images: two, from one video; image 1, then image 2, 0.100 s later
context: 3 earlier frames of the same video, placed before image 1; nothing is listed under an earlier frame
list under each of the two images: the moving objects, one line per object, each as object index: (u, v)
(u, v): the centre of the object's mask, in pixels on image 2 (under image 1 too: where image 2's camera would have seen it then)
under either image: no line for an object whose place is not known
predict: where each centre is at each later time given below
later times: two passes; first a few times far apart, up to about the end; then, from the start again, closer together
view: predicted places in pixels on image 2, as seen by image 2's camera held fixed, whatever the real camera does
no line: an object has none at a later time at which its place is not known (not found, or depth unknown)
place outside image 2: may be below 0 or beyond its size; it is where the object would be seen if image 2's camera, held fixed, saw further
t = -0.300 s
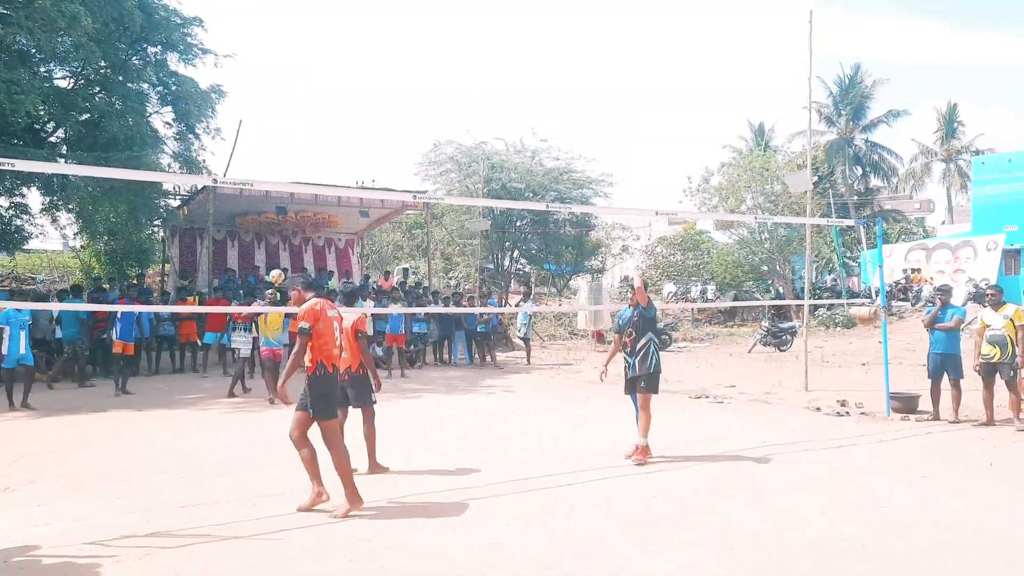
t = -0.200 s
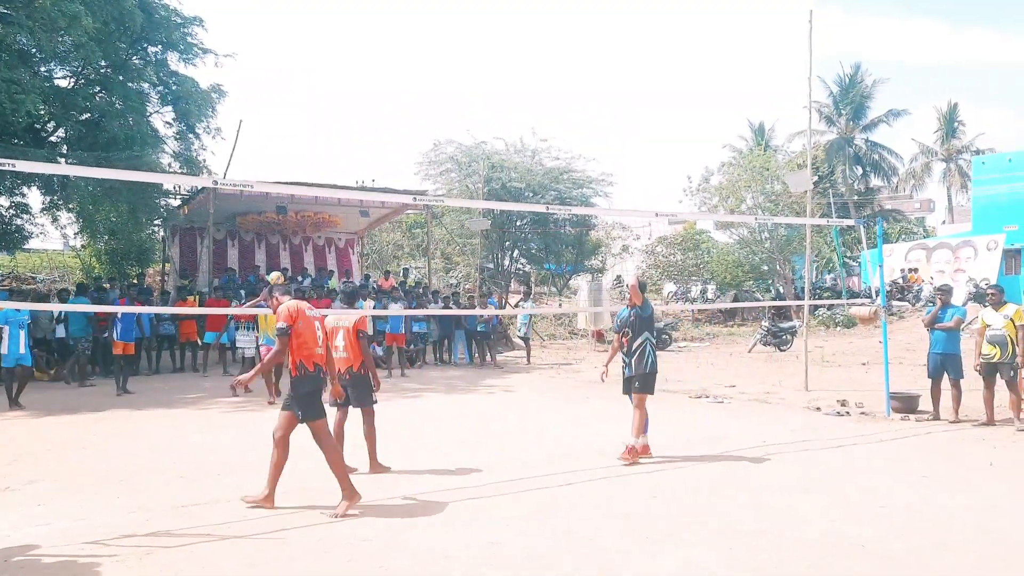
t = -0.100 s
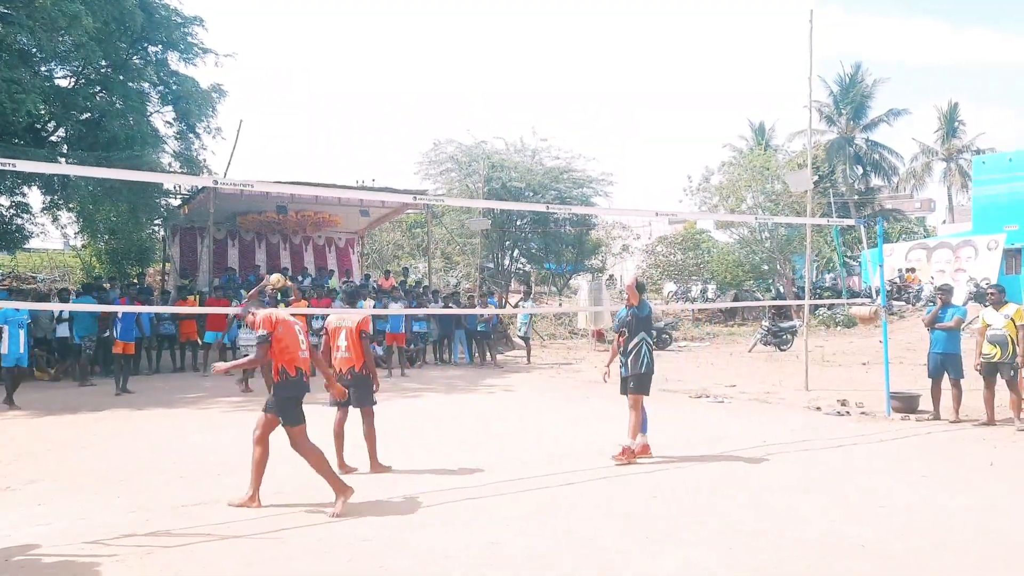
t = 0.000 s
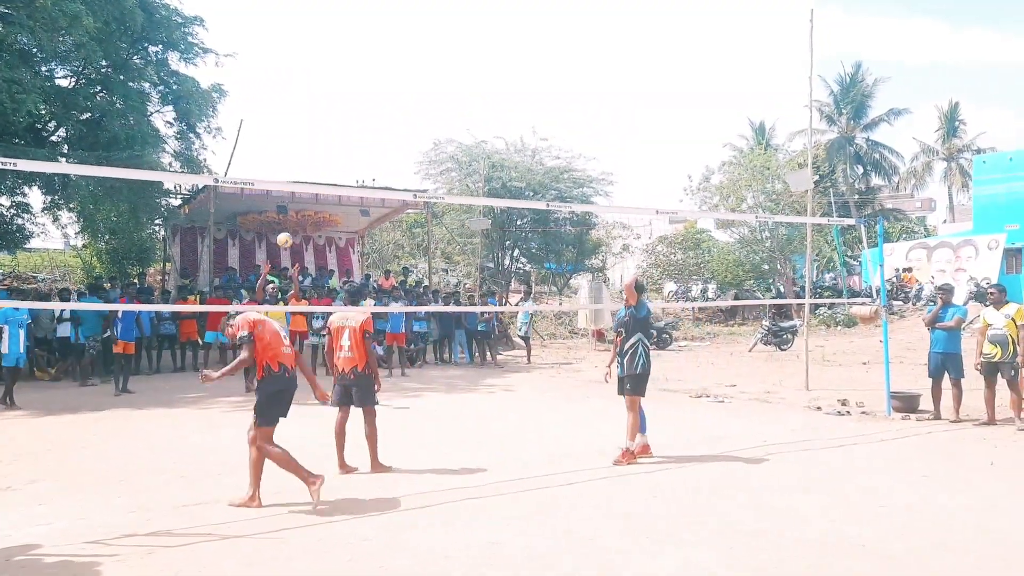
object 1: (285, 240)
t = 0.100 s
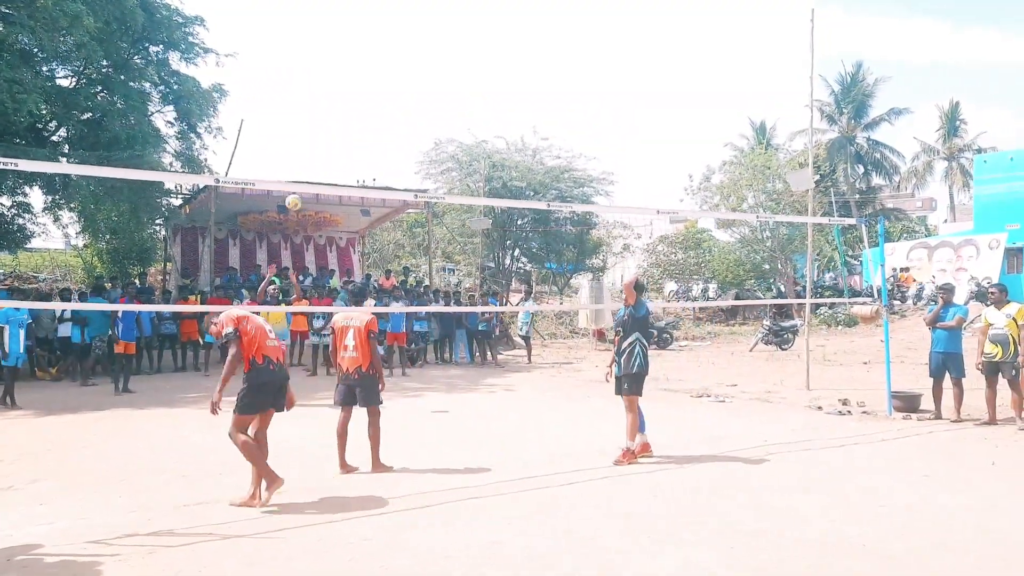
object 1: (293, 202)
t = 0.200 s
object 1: (303, 171)
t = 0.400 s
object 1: (320, 123)
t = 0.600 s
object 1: (338, 104)
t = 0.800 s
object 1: (359, 120)
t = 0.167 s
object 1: (300, 180)
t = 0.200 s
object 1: (303, 171)
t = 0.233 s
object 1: (305, 162)
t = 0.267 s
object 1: (308, 152)
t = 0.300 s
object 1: (311, 144)
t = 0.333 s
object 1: (314, 137)
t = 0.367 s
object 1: (316, 130)
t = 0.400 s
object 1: (320, 123)
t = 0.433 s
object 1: (322, 118)
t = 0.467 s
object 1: (325, 113)
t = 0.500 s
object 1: (329, 110)
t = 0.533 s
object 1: (332, 107)
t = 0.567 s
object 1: (335, 105)
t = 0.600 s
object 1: (338, 104)
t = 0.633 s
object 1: (342, 104)
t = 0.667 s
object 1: (345, 105)
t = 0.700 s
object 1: (348, 107)
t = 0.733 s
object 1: (352, 111)
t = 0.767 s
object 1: (356, 115)
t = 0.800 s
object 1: (359, 120)
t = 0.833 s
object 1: (363, 127)
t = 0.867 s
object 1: (367, 135)
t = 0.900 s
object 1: (371, 144)
